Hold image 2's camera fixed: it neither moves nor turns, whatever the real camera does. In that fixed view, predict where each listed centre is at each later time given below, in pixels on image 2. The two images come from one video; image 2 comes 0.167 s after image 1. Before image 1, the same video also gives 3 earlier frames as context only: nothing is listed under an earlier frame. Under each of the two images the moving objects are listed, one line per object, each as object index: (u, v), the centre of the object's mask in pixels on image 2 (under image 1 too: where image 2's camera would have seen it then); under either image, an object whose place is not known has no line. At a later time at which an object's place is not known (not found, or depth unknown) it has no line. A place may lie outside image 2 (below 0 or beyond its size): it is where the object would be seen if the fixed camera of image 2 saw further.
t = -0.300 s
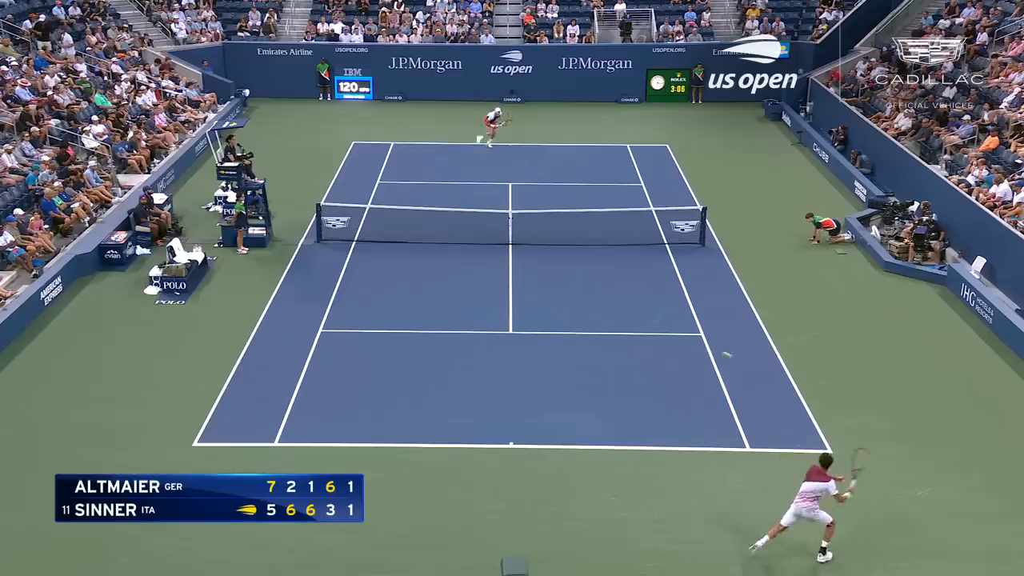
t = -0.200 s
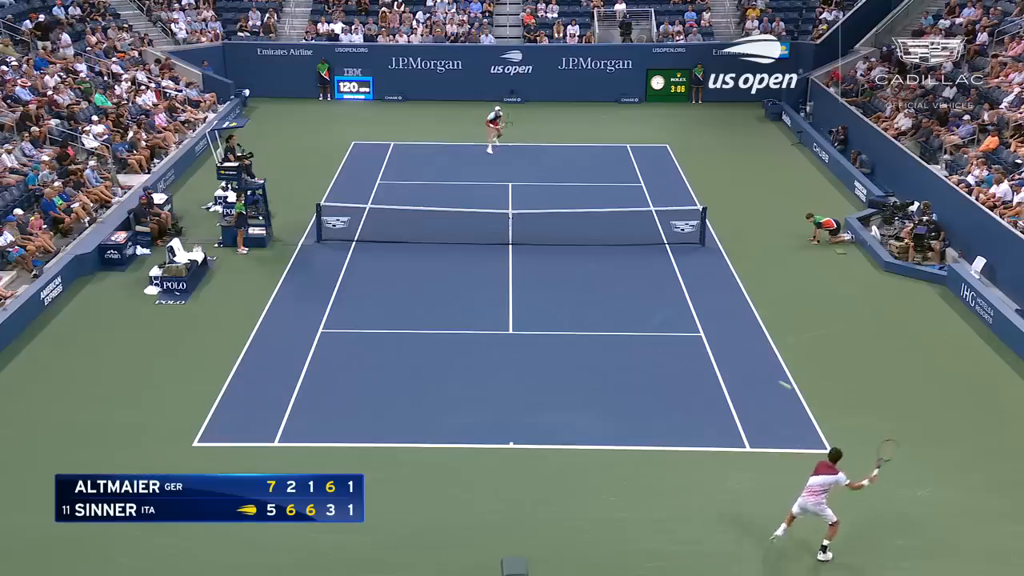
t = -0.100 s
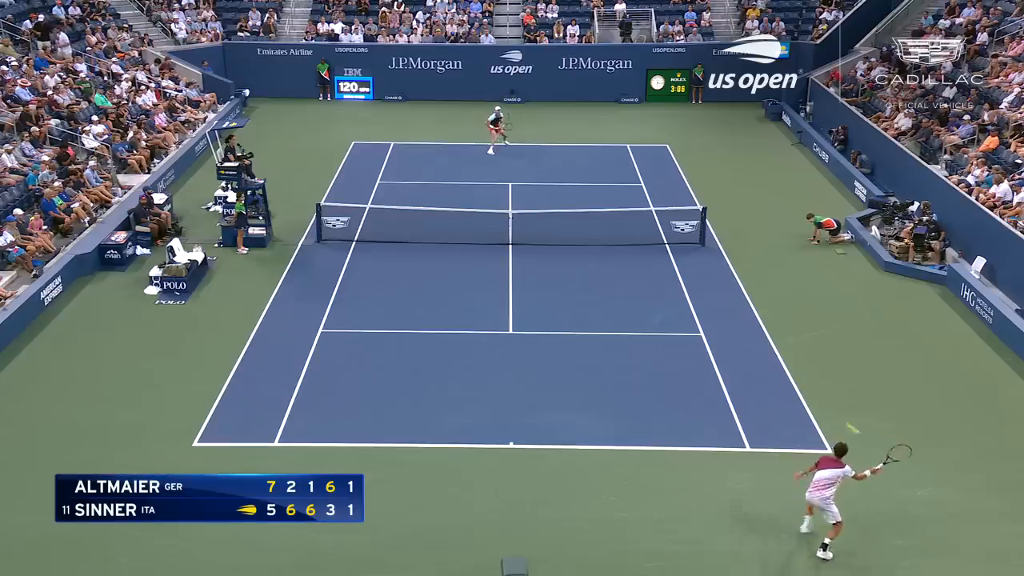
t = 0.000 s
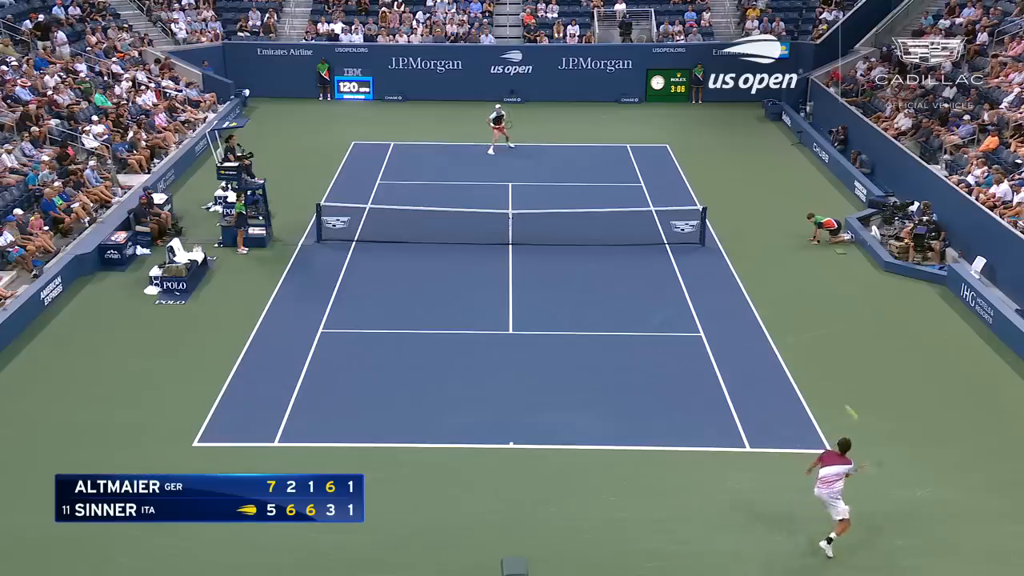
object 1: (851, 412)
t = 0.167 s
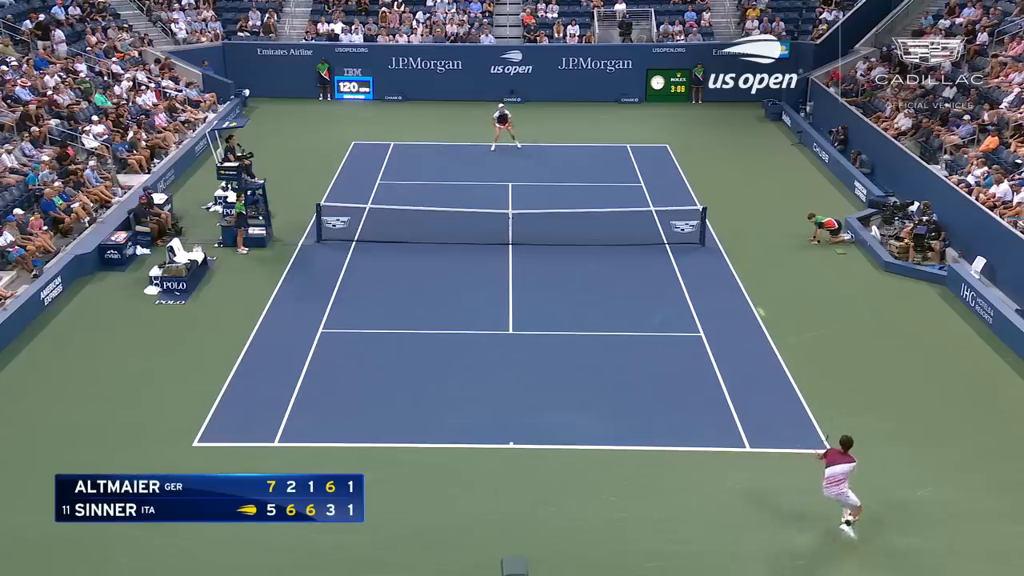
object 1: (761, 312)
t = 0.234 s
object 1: (734, 284)
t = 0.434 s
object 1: (669, 224)
